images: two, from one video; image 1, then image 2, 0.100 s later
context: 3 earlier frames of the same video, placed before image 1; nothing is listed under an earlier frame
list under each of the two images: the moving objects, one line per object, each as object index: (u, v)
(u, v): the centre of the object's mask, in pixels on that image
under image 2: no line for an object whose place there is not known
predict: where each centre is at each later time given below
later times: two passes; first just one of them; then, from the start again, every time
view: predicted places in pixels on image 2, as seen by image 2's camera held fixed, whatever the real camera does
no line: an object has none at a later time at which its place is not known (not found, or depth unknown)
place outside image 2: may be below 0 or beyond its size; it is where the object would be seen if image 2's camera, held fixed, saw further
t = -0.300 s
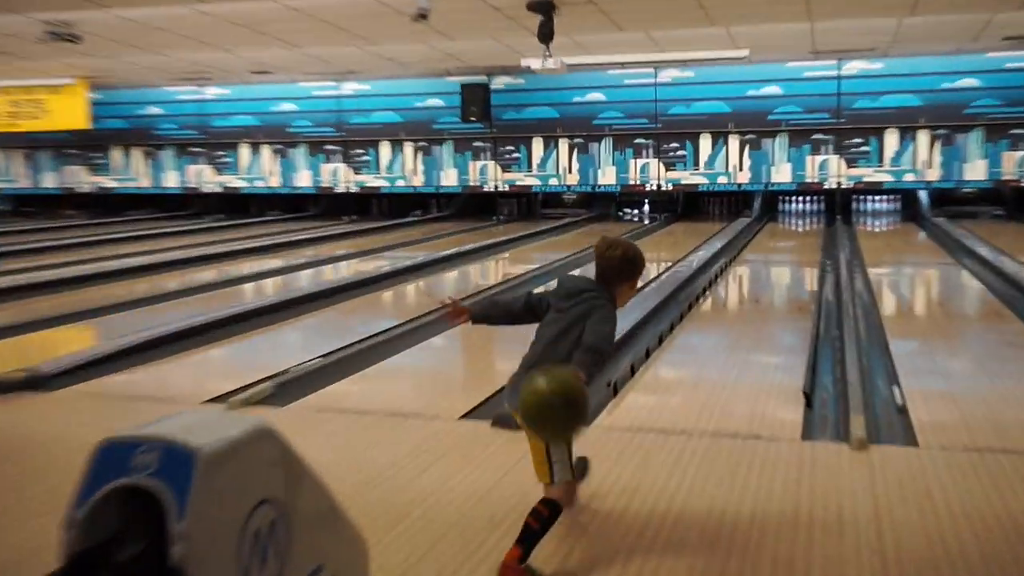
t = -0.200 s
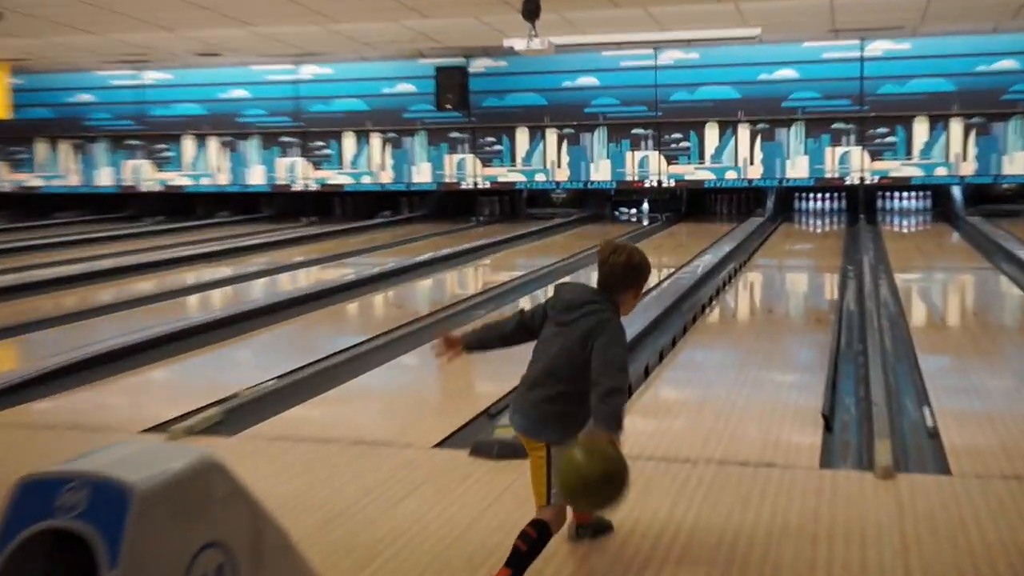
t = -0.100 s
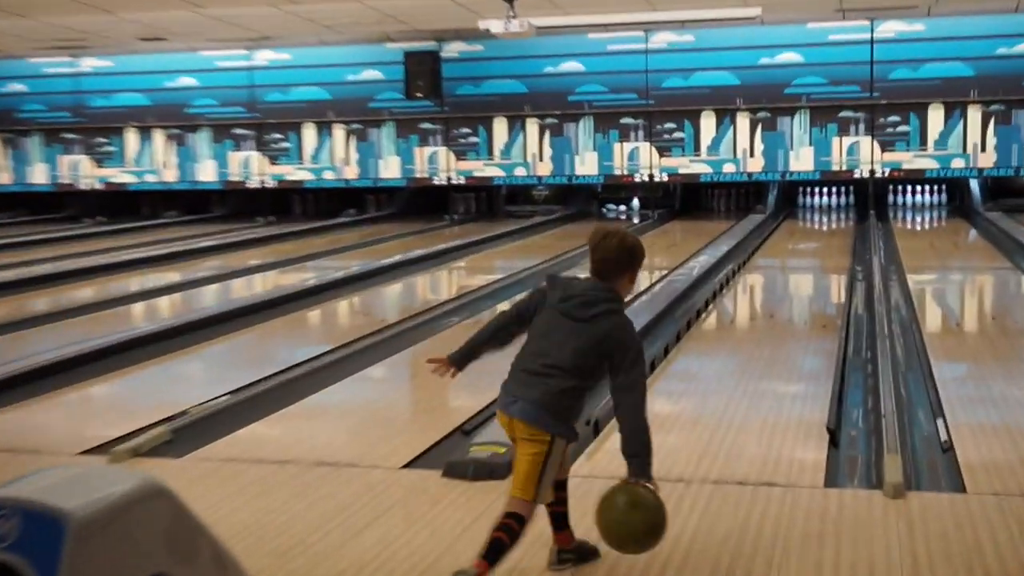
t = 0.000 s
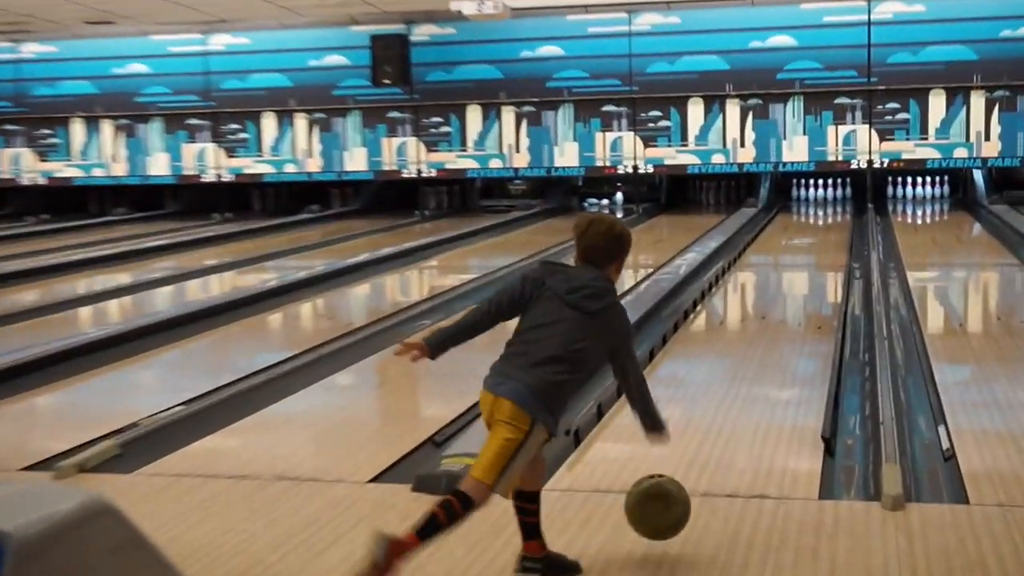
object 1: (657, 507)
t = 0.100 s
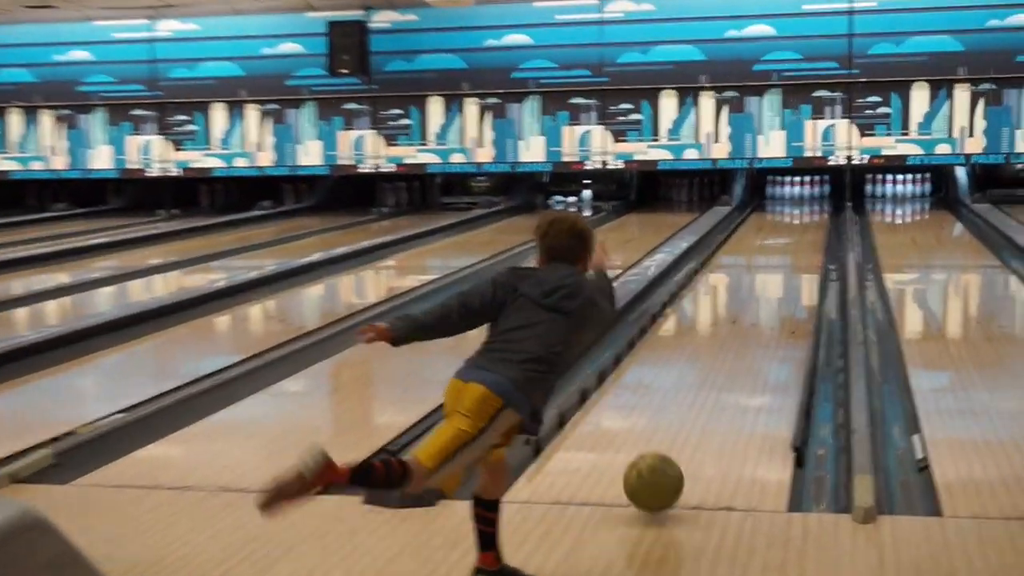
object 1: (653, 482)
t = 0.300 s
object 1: (700, 417)
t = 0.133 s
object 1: (662, 468)
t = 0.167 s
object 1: (670, 458)
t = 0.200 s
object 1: (679, 449)
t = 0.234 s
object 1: (687, 437)
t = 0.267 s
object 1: (694, 427)
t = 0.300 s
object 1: (700, 417)
